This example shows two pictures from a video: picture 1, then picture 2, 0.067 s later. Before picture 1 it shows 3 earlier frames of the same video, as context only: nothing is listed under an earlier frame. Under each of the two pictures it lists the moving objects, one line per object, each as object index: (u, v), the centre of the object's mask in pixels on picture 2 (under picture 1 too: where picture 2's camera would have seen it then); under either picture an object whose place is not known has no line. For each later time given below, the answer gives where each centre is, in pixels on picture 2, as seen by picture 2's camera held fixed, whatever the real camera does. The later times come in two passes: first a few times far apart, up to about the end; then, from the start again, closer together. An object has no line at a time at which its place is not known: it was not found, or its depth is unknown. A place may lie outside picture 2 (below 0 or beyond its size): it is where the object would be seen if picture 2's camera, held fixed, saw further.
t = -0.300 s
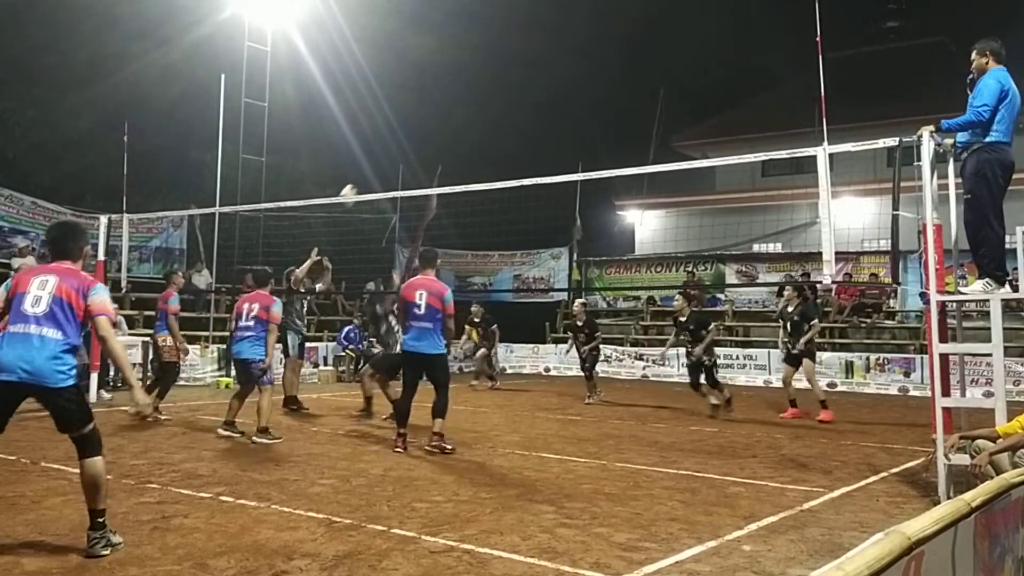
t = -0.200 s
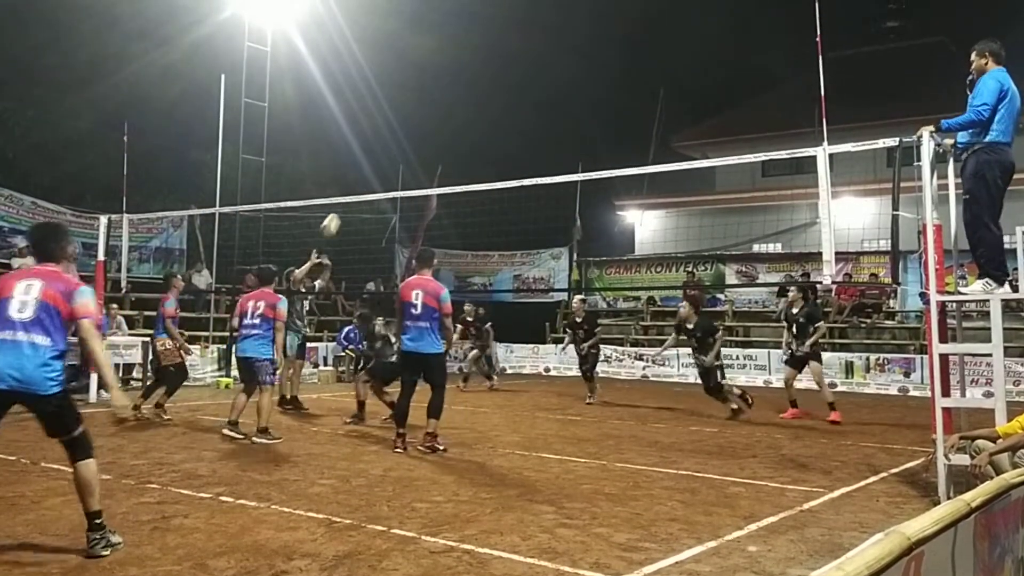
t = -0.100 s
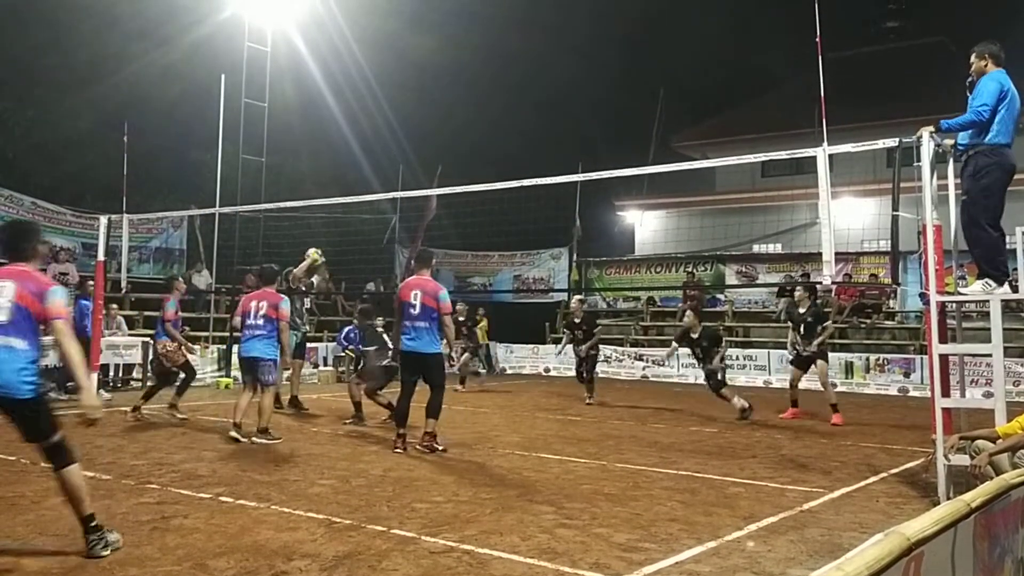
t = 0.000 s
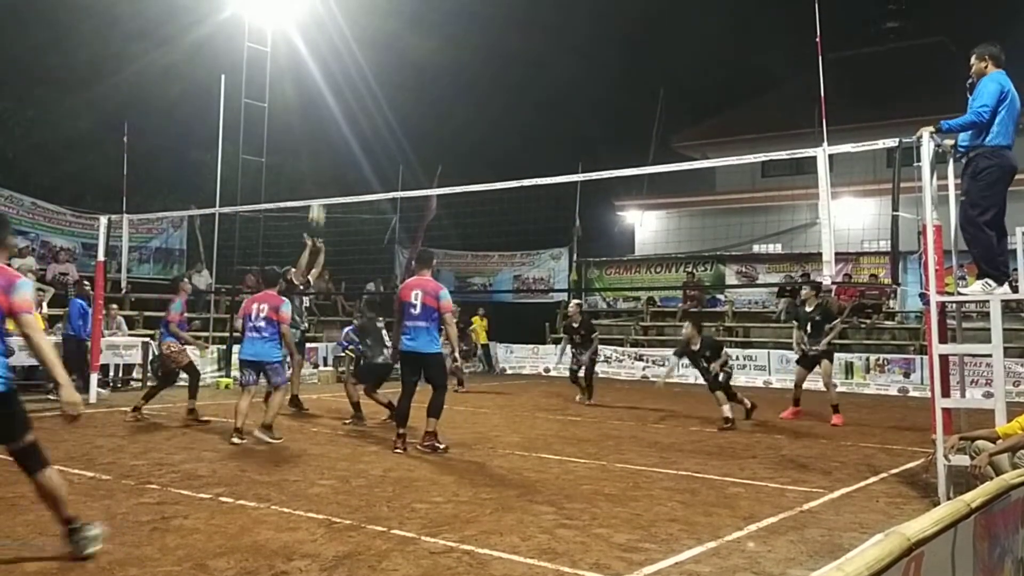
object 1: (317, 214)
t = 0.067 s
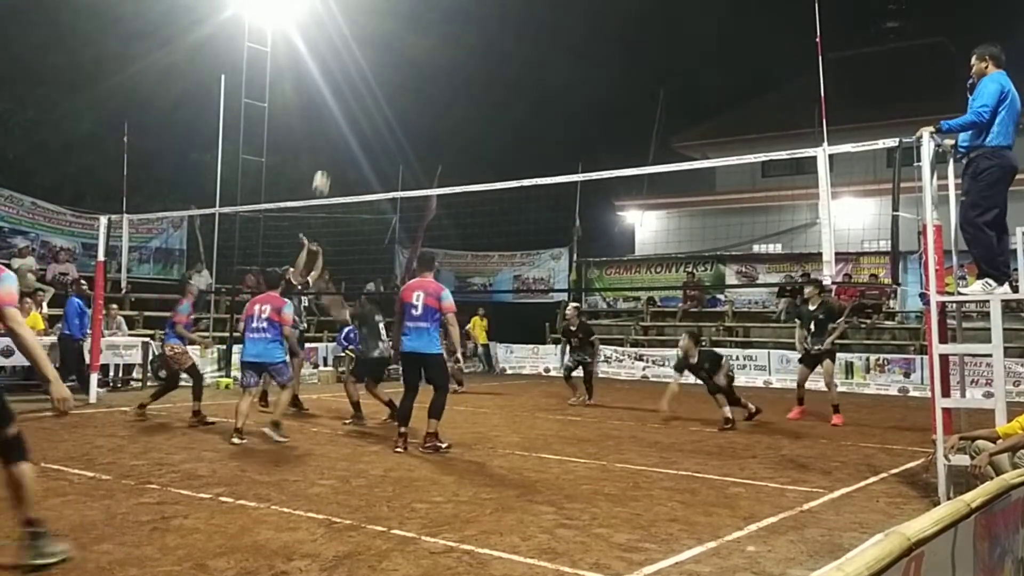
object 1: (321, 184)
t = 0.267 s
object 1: (332, 115)
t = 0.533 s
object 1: (344, 70)
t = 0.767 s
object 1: (354, 75)
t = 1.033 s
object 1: (363, 127)
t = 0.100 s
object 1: (322, 170)
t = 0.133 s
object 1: (324, 157)
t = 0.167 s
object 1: (326, 145)
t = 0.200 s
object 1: (328, 134)
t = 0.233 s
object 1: (330, 124)
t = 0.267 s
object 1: (332, 115)
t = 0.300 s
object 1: (333, 107)
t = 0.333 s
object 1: (335, 98)
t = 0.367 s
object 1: (337, 91)
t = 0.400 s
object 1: (338, 85)
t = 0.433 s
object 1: (340, 80)
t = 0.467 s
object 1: (341, 76)
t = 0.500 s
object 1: (343, 73)
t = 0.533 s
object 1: (344, 70)
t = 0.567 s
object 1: (346, 69)
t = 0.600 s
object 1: (347, 68)
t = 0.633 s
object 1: (348, 68)
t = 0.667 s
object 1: (350, 68)
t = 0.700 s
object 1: (351, 70)
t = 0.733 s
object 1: (352, 72)
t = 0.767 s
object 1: (354, 75)
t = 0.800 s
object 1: (355, 79)
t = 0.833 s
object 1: (356, 83)
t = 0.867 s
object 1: (357, 89)
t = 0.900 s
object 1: (359, 95)
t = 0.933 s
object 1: (360, 101)
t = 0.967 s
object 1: (361, 109)
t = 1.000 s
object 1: (362, 119)
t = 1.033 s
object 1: (363, 127)
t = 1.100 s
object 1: (365, 147)
